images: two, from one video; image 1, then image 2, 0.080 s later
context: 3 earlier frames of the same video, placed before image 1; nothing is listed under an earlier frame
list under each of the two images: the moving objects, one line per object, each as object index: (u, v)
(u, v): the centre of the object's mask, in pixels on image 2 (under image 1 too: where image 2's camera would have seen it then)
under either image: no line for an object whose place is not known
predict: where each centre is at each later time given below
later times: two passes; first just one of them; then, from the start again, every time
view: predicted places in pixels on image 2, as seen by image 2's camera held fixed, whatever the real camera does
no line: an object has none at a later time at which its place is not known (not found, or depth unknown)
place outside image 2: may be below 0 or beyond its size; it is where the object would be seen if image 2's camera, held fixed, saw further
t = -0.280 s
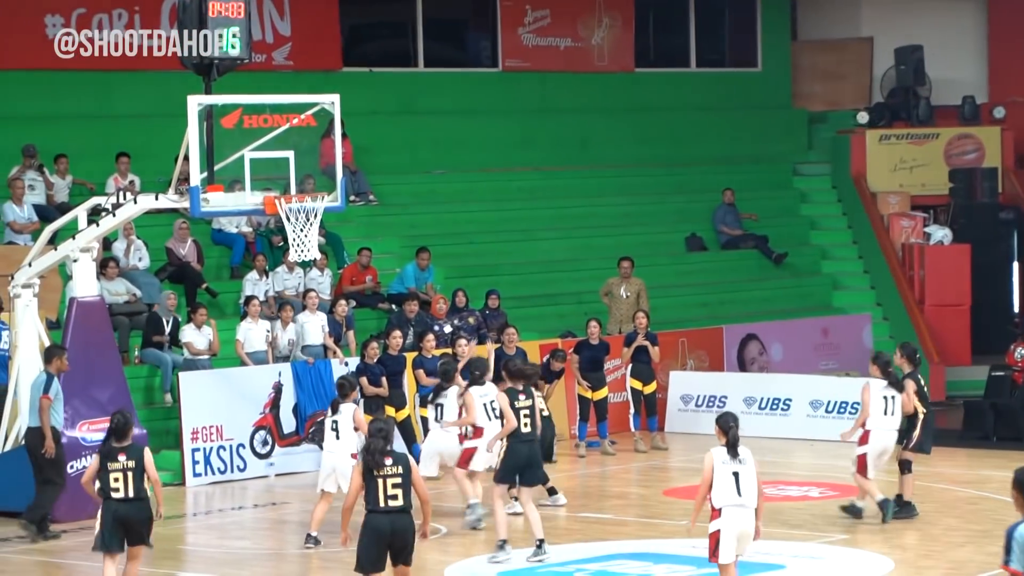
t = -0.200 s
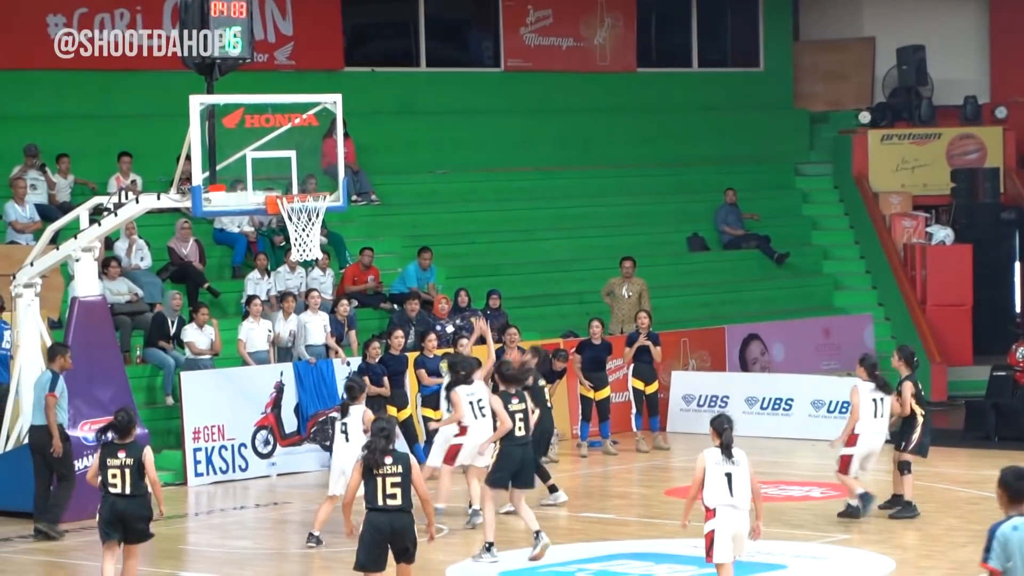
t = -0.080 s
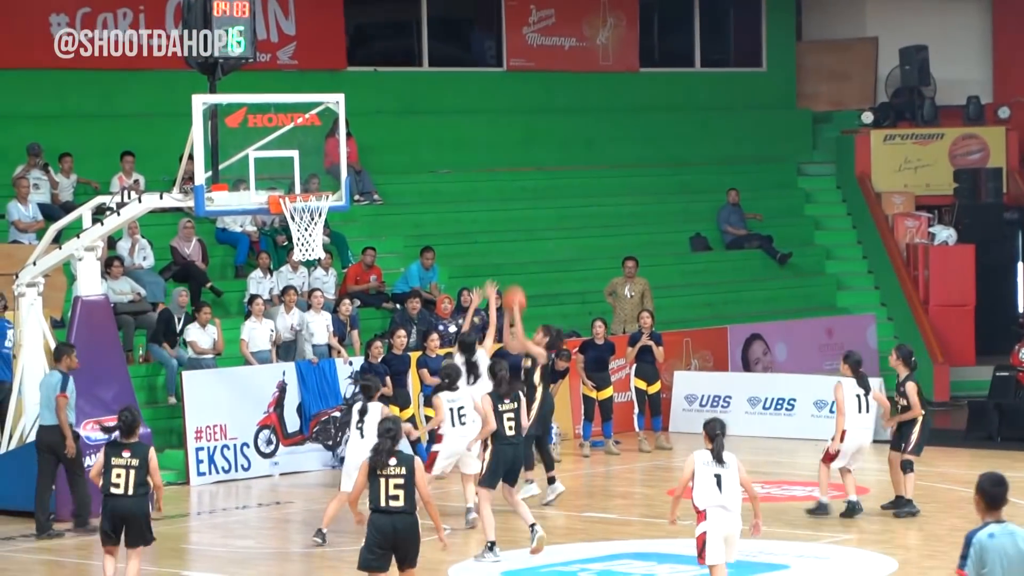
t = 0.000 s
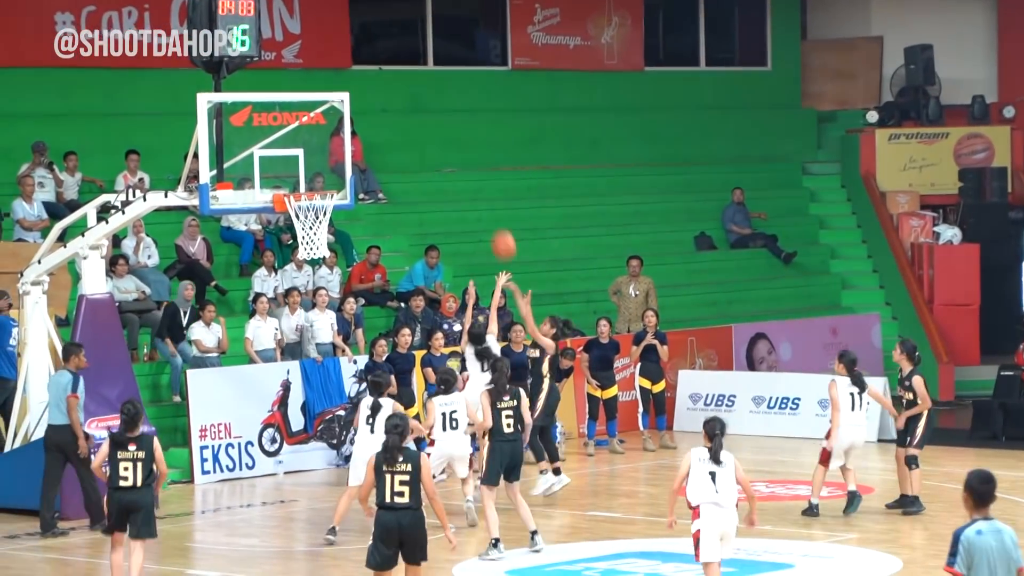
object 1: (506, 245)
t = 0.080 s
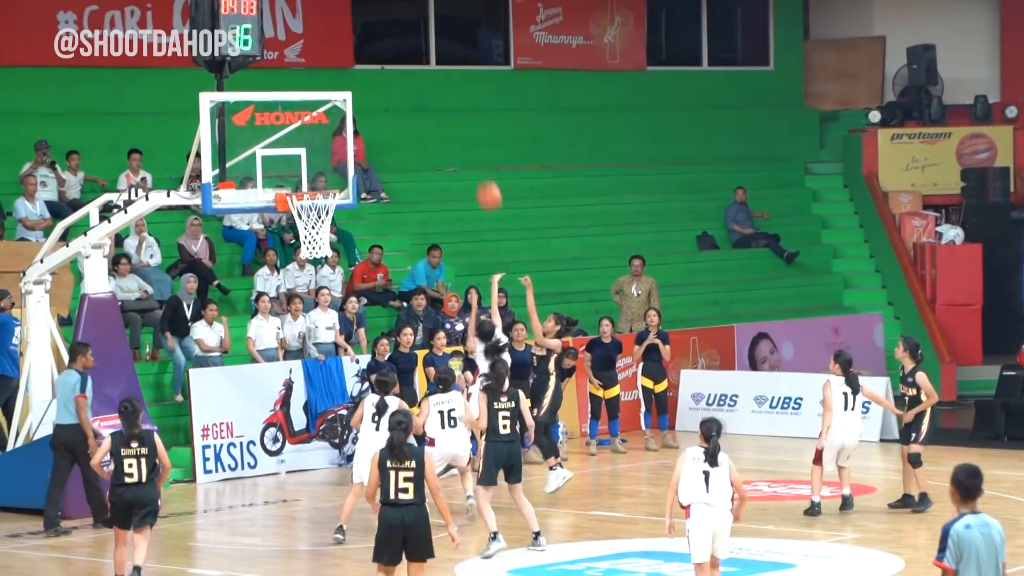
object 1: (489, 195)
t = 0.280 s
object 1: (448, 100)
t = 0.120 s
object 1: (480, 173)
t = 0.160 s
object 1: (472, 153)
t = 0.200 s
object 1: (464, 134)
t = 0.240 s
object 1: (455, 117)
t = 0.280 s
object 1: (448, 100)
